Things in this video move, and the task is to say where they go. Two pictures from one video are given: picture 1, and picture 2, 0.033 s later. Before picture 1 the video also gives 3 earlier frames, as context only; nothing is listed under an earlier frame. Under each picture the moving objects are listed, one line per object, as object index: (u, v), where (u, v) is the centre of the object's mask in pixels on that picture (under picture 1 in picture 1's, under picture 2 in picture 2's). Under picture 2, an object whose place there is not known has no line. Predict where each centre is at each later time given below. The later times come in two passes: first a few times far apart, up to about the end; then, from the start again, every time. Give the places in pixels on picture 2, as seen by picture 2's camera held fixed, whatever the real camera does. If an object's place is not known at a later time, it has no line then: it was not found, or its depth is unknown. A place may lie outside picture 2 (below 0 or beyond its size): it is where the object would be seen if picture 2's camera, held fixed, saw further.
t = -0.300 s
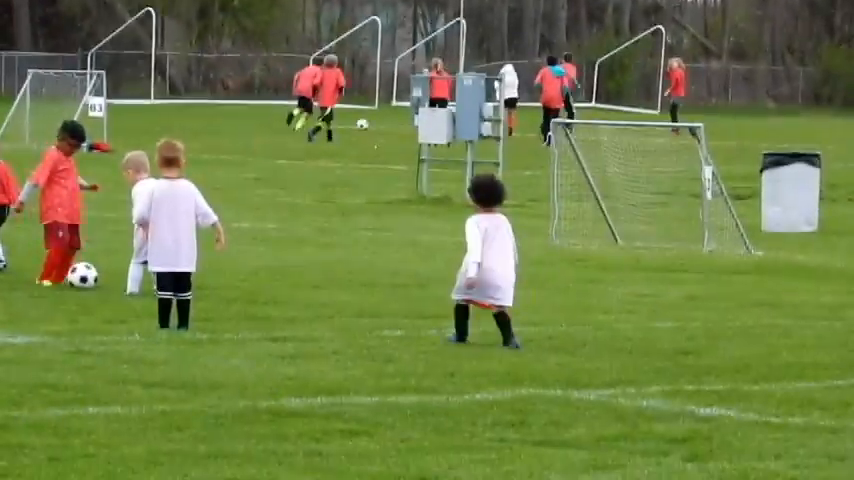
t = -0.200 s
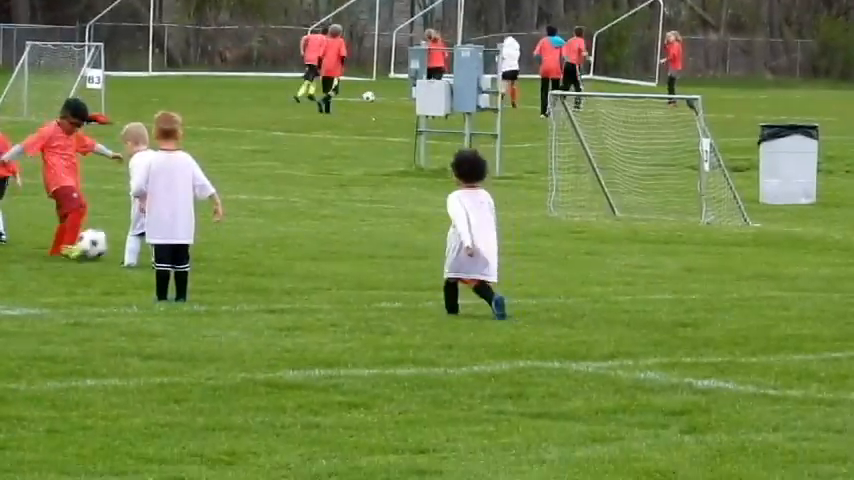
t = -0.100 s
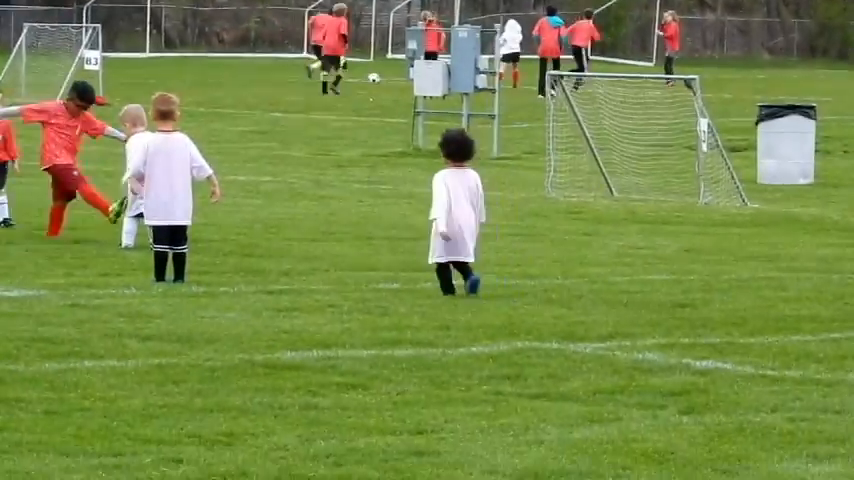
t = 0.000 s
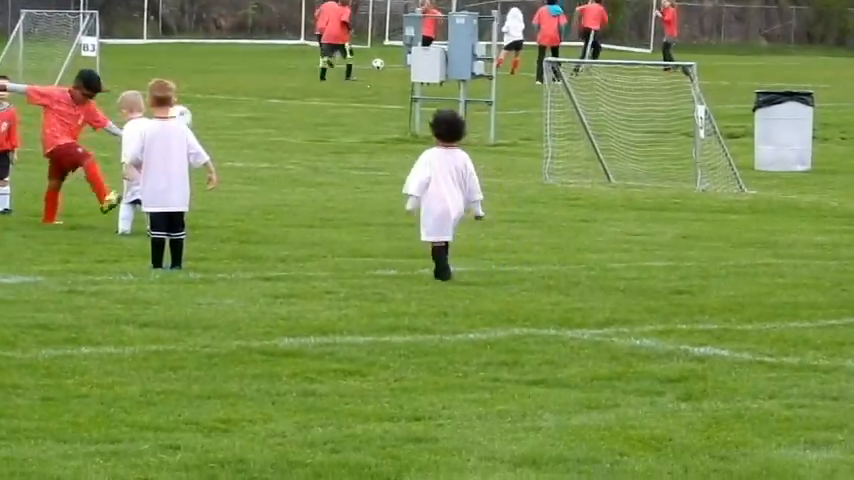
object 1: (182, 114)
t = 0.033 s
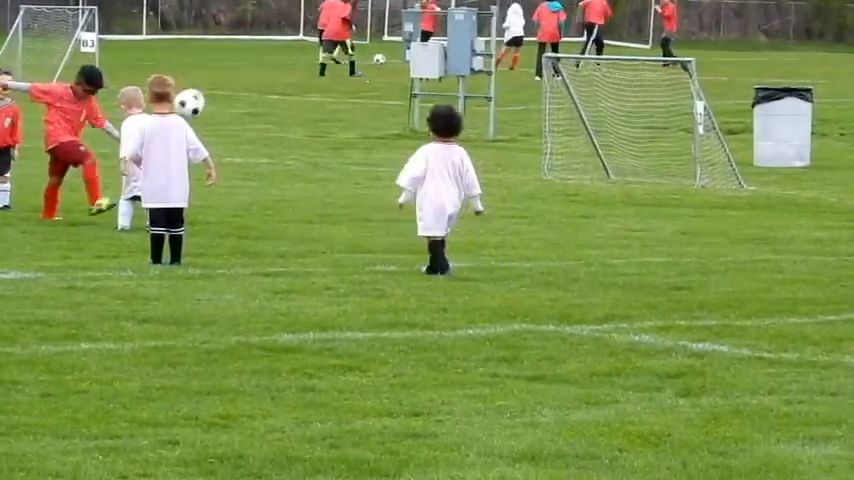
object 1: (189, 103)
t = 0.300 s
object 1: (295, 63)
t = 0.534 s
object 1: (383, 113)
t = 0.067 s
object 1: (203, 92)
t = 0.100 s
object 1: (216, 83)
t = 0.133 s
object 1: (229, 76)
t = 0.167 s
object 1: (243, 71)
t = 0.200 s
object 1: (256, 66)
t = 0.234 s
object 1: (270, 64)
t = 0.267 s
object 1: (283, 62)
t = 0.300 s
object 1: (295, 63)
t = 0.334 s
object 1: (309, 66)
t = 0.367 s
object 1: (321, 69)
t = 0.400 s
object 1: (334, 75)
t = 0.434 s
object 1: (348, 82)
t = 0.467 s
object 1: (361, 92)
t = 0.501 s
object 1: (373, 102)
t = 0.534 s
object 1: (383, 113)
